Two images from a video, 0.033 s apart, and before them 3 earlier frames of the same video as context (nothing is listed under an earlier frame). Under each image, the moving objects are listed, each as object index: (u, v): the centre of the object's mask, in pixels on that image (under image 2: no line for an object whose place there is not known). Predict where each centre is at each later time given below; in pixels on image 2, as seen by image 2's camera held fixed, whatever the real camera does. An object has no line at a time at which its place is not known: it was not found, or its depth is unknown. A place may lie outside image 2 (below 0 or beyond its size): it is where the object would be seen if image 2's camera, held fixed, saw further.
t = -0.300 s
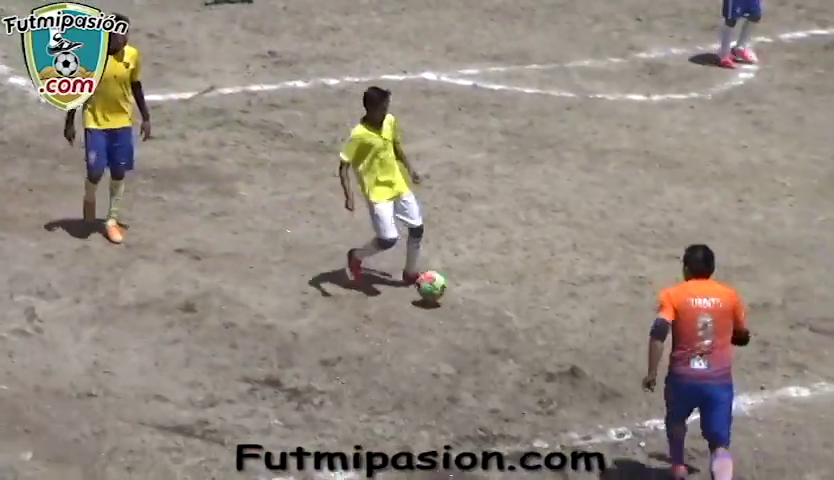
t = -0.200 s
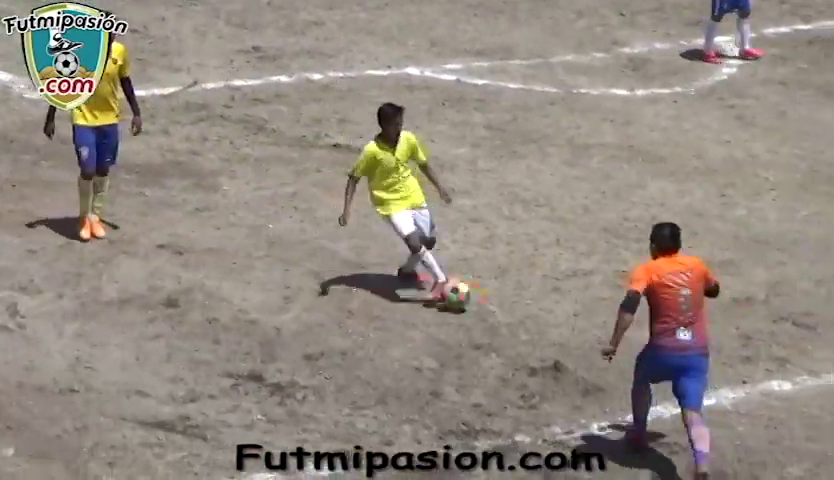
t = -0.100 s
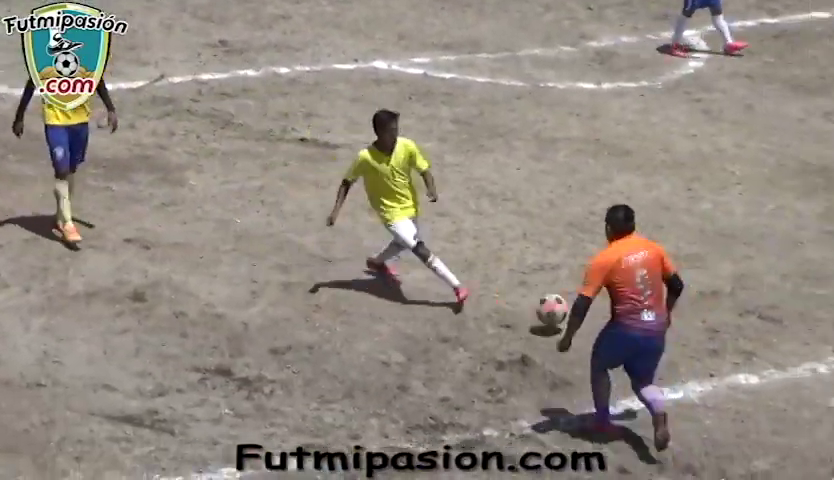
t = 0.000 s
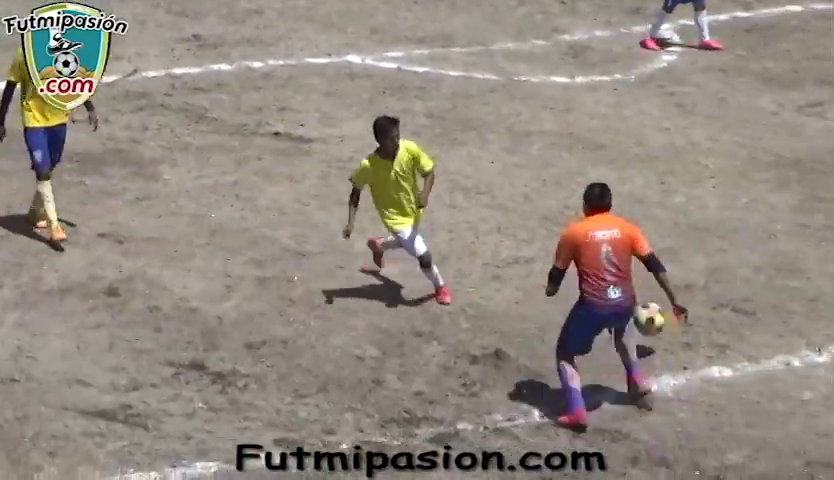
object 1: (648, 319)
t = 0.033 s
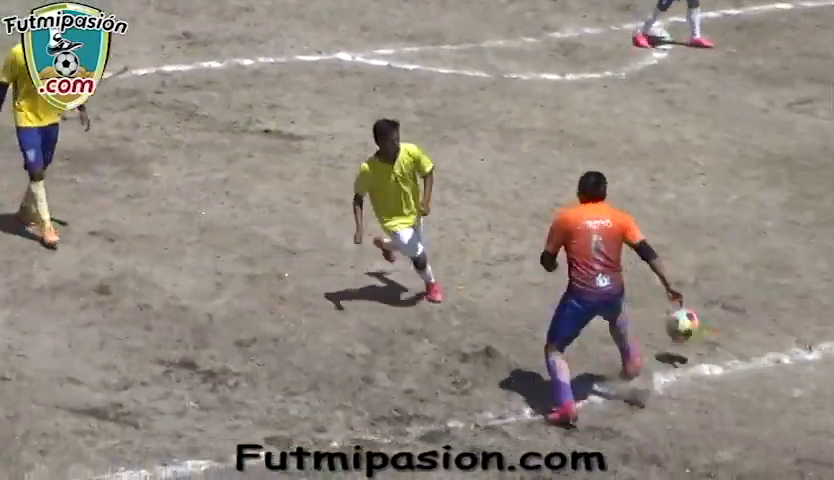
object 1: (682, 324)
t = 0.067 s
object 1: (727, 335)
